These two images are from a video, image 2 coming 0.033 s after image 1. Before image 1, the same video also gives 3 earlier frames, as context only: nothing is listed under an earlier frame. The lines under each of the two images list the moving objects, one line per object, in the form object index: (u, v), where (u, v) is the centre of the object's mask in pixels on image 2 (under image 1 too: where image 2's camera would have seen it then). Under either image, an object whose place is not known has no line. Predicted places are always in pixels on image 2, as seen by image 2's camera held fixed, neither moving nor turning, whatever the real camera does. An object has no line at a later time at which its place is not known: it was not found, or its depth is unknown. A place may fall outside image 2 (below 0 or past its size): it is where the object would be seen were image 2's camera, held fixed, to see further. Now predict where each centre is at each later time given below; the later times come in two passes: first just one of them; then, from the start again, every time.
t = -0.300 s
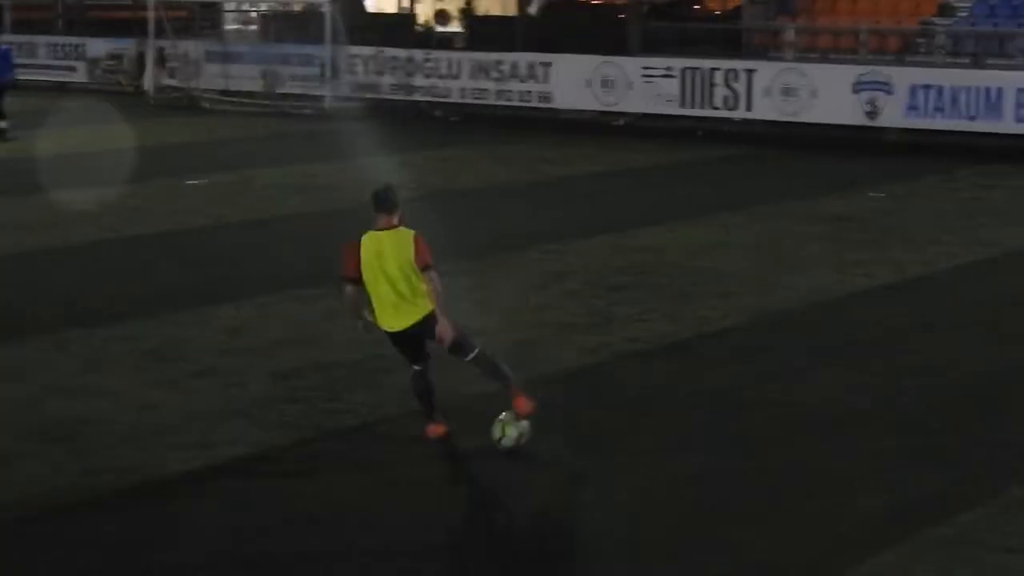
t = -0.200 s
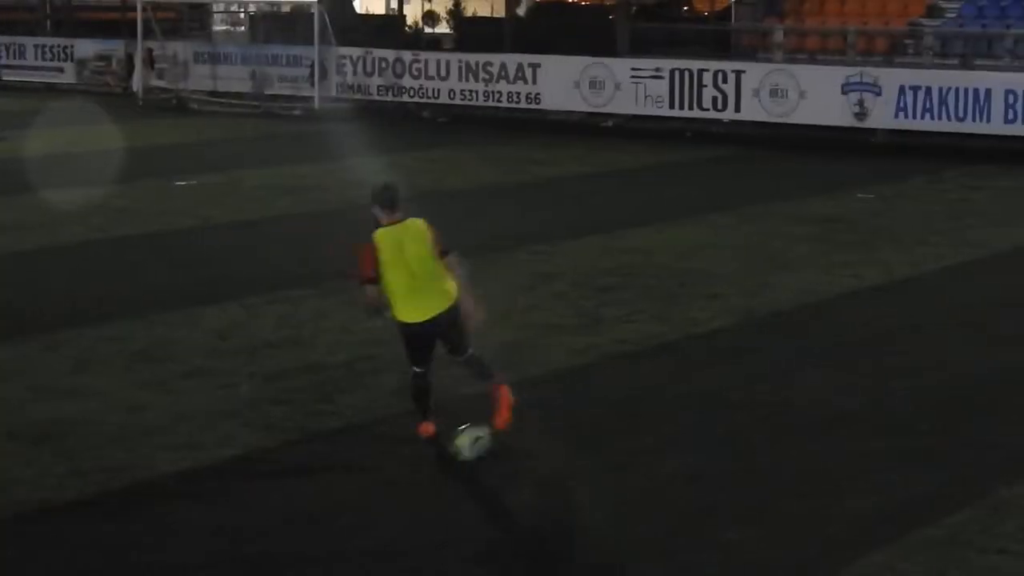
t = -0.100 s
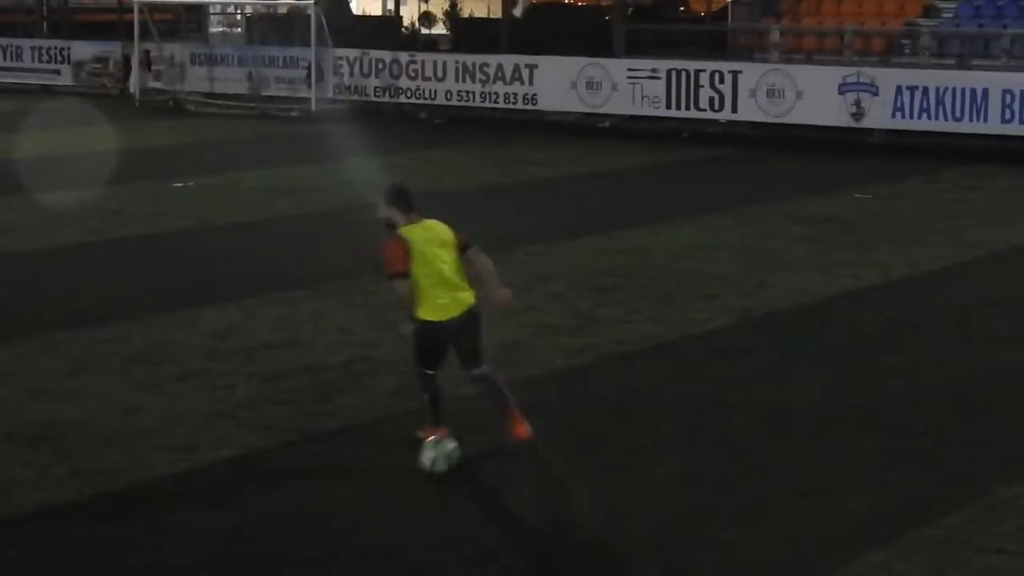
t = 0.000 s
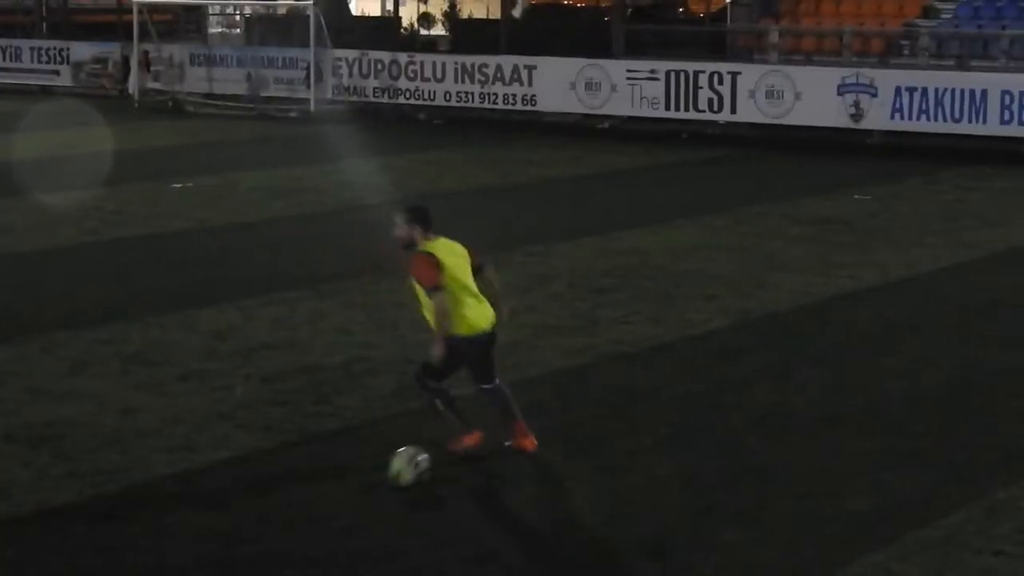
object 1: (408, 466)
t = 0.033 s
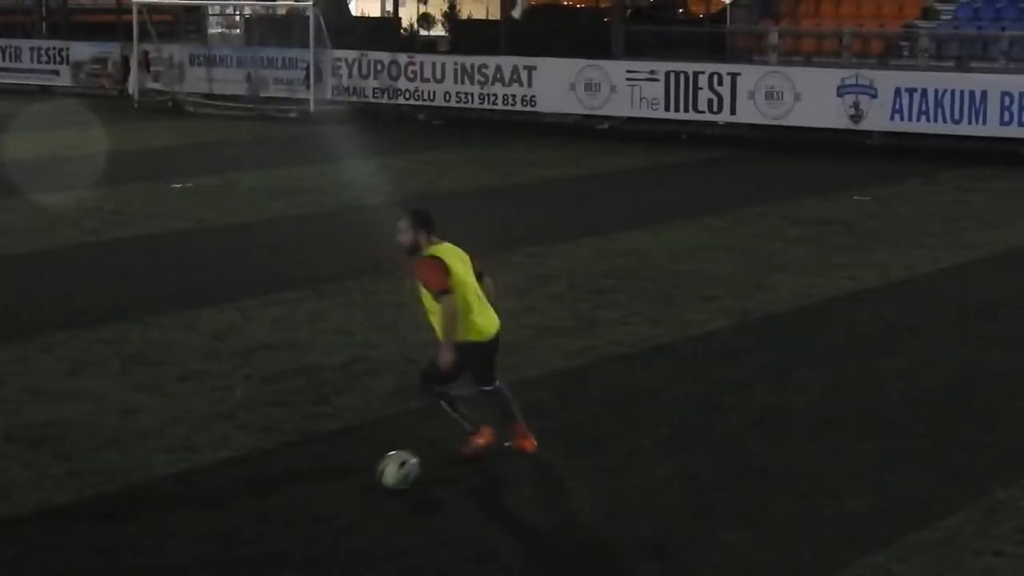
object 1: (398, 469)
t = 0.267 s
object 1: (343, 491)
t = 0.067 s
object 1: (391, 472)
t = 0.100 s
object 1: (384, 476)
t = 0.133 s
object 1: (376, 479)
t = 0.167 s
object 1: (371, 483)
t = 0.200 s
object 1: (361, 485)
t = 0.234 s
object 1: (351, 486)
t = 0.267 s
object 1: (343, 491)
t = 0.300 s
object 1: (334, 496)
